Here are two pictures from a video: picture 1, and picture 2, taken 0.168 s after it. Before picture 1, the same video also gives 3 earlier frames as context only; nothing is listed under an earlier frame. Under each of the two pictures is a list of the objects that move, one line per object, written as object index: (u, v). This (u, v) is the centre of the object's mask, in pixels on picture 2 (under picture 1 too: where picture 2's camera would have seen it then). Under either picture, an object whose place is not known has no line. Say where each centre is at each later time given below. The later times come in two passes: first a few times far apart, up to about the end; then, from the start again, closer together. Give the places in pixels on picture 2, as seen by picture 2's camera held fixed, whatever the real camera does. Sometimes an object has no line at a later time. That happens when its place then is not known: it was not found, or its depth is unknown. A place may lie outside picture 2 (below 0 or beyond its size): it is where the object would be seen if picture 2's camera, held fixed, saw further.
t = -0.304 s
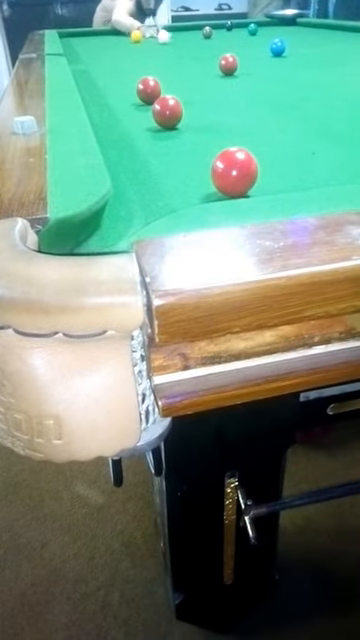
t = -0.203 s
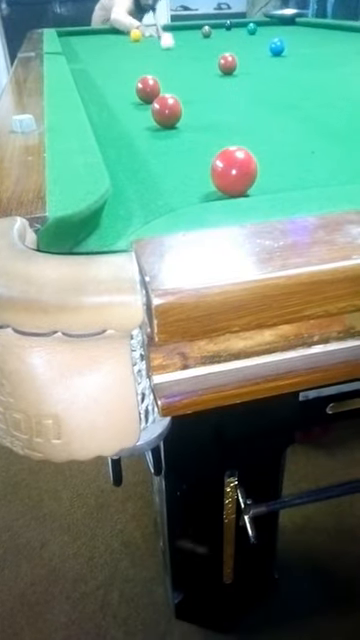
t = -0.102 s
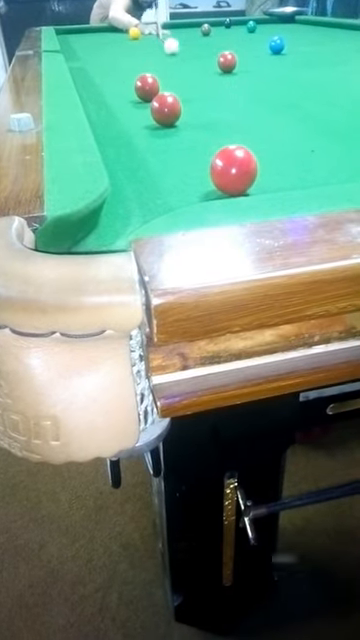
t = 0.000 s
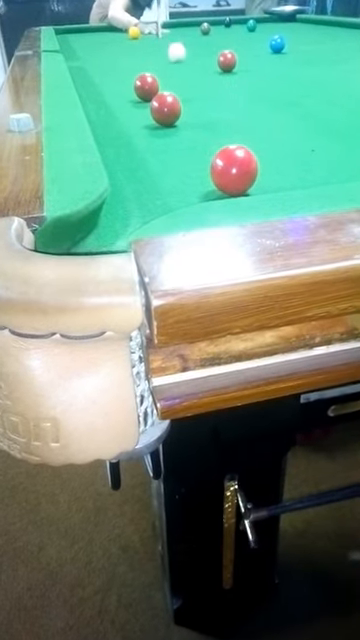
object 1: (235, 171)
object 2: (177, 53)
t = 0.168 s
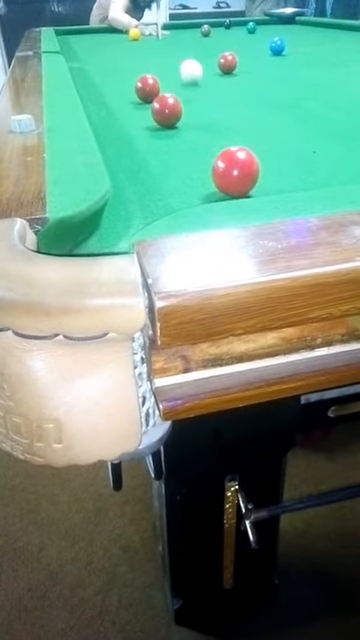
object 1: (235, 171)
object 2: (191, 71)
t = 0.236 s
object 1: (235, 172)
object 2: (199, 80)
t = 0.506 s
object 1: (225, 174)
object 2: (275, 160)
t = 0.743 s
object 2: (345, 139)
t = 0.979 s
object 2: (330, 100)
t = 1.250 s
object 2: (317, 75)
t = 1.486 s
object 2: (309, 61)
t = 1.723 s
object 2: (304, 52)
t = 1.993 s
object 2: (300, 44)
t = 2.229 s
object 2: (298, 39)
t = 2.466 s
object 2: (296, 35)
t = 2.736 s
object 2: (295, 31)
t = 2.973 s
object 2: (294, 28)
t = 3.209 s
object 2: (294, 26)
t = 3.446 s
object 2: (293, 24)
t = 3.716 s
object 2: (292, 22)
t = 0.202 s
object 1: (235, 171)
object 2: (194, 75)
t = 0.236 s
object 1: (235, 172)
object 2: (199, 80)
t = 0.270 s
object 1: (235, 171)
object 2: (203, 87)
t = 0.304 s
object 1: (235, 171)
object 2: (208, 93)
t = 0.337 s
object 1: (235, 171)
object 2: (215, 100)
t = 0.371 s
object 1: (235, 171)
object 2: (222, 109)
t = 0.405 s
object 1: (236, 171)
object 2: (230, 119)
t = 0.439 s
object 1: (236, 171)
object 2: (239, 128)
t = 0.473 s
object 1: (235, 172)
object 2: (254, 140)
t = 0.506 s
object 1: (225, 174)
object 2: (275, 160)
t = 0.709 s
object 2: (346, 147)
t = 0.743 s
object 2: (345, 139)
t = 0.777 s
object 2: (343, 131)
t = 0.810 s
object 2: (342, 125)
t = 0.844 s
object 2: (341, 119)
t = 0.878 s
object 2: (338, 113)
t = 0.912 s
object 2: (335, 108)
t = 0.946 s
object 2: (333, 104)
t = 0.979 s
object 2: (330, 100)
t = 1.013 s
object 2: (328, 96)
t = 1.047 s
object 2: (326, 92)
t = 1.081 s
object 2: (325, 88)
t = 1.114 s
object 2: (323, 86)
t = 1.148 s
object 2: (321, 82)
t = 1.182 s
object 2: (320, 80)
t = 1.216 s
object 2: (319, 77)
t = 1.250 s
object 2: (317, 75)
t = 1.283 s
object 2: (316, 73)
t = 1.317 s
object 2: (315, 71)
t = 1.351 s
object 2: (313, 69)
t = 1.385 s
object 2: (312, 67)
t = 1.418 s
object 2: (311, 65)
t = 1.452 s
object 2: (310, 63)
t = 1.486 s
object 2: (309, 61)
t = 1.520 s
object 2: (308, 60)
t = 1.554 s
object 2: (307, 58)
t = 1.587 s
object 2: (307, 57)
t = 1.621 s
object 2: (306, 56)
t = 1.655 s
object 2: (305, 54)
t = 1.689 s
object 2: (305, 53)
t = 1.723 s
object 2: (304, 52)
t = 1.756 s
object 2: (303, 51)
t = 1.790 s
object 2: (303, 50)
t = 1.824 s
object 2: (302, 49)
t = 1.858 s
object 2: (302, 48)
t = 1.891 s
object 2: (301, 47)
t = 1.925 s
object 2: (301, 46)
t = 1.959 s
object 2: (300, 45)
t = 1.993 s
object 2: (300, 44)
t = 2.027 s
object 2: (299, 43)
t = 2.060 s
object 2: (299, 42)
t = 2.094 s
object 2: (299, 42)
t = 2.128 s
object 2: (298, 41)
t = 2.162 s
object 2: (298, 40)
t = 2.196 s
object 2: (298, 40)
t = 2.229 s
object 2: (298, 39)
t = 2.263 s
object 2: (297, 38)
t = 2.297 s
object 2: (297, 38)
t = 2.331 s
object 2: (297, 37)
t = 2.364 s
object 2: (297, 36)
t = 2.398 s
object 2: (297, 36)
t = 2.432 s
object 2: (297, 35)
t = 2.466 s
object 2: (296, 35)
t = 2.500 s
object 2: (296, 34)
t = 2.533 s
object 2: (296, 34)
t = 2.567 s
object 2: (296, 33)
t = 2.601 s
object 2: (296, 33)
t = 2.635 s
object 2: (296, 32)
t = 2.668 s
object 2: (296, 32)
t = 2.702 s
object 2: (296, 31)
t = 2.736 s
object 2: (295, 31)
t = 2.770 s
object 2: (295, 30)
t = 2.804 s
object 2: (295, 30)
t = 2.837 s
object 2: (295, 29)
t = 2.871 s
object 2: (295, 29)
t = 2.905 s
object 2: (294, 29)
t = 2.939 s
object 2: (294, 29)
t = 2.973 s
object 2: (294, 28)
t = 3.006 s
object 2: (294, 27)
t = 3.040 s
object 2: (294, 27)
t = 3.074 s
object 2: (294, 27)
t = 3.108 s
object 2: (294, 27)
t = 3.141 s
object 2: (294, 27)
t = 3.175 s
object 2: (294, 26)
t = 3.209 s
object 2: (294, 26)
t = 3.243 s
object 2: (293, 25)
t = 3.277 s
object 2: (293, 25)
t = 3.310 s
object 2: (293, 25)
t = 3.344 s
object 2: (293, 24)
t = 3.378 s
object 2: (293, 24)
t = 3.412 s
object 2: (293, 24)
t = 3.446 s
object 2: (293, 24)
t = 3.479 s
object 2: (293, 24)
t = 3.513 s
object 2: (293, 23)
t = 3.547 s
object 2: (293, 23)
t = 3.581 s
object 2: (292, 23)
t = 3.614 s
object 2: (292, 22)
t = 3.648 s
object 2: (292, 22)
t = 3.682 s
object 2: (292, 22)
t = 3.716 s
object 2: (292, 22)
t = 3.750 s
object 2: (292, 21)
